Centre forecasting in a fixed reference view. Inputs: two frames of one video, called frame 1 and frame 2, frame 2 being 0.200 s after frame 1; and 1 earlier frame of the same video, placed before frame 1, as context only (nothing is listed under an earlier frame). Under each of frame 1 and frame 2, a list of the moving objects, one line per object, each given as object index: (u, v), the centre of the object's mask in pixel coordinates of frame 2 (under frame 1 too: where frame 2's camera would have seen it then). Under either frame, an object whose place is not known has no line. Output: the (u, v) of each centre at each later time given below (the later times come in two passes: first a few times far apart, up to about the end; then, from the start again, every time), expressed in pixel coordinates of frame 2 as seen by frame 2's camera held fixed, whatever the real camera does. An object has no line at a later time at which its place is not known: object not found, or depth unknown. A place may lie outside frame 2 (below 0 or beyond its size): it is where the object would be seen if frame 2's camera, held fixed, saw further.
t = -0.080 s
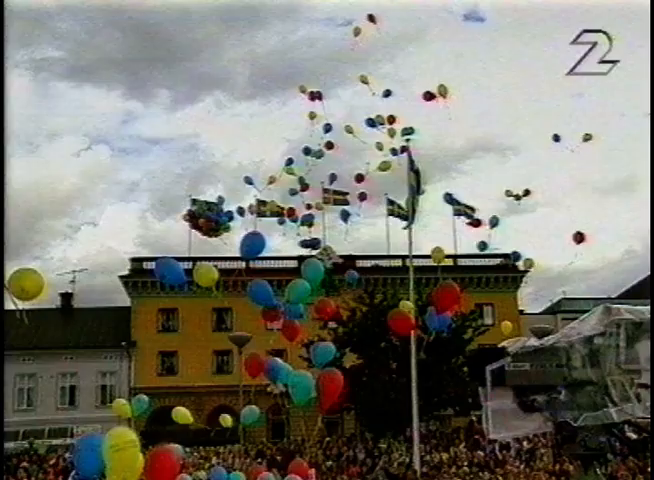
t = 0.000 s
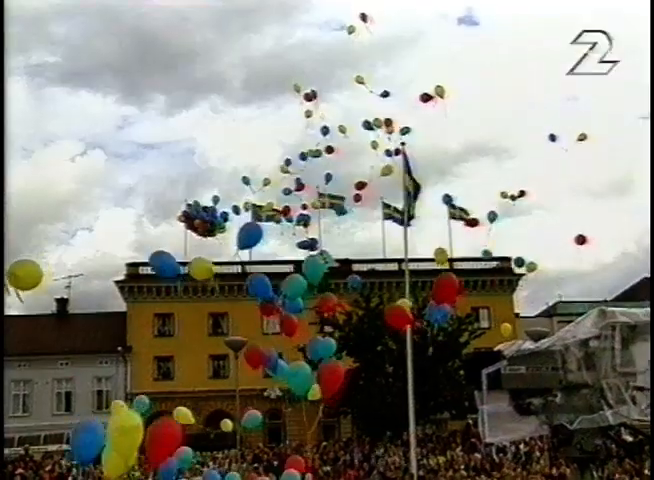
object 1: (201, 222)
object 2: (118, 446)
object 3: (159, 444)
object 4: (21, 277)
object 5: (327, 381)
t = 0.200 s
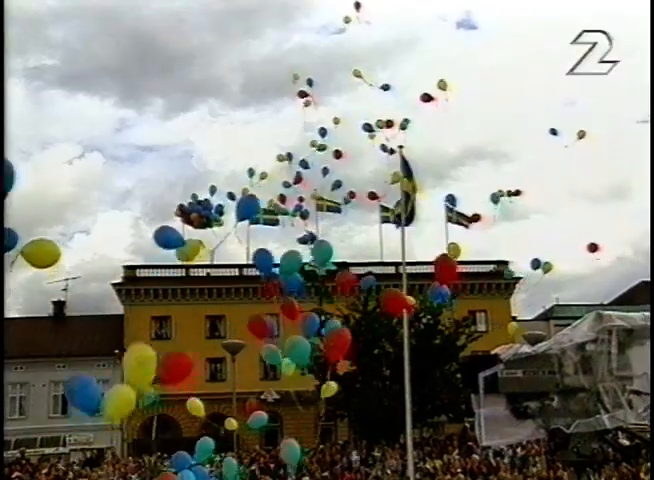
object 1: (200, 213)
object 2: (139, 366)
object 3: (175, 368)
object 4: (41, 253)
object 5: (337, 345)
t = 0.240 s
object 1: (200, 212)
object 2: (142, 352)
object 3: (176, 355)
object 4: (45, 249)
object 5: (339, 336)
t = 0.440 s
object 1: (204, 206)
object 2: (154, 284)
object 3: (190, 291)
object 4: (62, 231)
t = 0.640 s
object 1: (195, 203)
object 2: (166, 222)
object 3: (205, 247)
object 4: (80, 209)
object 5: (332, 267)
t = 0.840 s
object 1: (196, 186)
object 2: (174, 167)
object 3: (226, 226)
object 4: (98, 181)
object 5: (326, 233)
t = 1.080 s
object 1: (189, 174)
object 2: (190, 121)
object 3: (243, 204)
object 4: (124, 146)
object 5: (319, 198)
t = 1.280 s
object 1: (188, 166)
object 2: (203, 106)
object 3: (239, 188)
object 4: (131, 119)
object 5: (315, 172)
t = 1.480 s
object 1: (187, 156)
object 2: (213, 93)
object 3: (236, 169)
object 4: (130, 96)
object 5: (312, 146)
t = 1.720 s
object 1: (188, 145)
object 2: (227, 88)
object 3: (234, 145)
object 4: (128, 78)
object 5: (317, 122)
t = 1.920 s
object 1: (189, 136)
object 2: (231, 84)
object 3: (230, 121)
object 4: (132, 71)
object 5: (328, 103)
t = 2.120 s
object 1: (191, 126)
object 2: (227, 76)
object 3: (225, 102)
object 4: (151, 63)
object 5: (339, 89)
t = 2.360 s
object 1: (195, 114)
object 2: (224, 62)
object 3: (223, 92)
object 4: (172, 50)
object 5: (348, 83)
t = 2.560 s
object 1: (197, 104)
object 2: (228, 50)
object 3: (223, 84)
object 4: (181, 36)
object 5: (353, 87)
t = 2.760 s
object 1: (199, 95)
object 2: (238, 41)
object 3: (219, 71)
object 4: (185, 26)
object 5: (355, 93)
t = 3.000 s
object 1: (202, 84)
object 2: (251, 41)
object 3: (218, 55)
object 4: (200, 28)
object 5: (357, 104)
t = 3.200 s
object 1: (203, 74)
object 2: (259, 40)
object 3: (222, 43)
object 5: (364, 107)
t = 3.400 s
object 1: (204, 64)
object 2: (268, 39)
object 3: (227, 25)
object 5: (373, 109)
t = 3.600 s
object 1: (205, 55)
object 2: (285, 47)
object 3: (241, 6)
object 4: (260, 48)
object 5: (380, 110)
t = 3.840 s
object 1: (205, 43)
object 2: (302, 61)
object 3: (275, -6)
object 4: (284, 50)
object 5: (389, 111)
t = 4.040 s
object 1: (204, 32)
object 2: (307, 66)
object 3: (305, -8)
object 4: (304, 47)
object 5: (397, 112)
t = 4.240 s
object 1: (203, 23)
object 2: (315, 64)
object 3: (328, -4)
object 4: (327, 44)
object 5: (405, 113)
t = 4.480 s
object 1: (201, 10)
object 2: (332, 58)
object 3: (354, 3)
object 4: (353, 41)
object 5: (410, 114)
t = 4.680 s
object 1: (200, 0)
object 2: (355, 59)
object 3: (370, 7)
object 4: (371, 38)
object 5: (412, 117)
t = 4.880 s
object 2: (373, 56)
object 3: (383, 10)
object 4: (389, 37)
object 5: (417, 123)
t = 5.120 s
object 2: (388, 48)
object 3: (393, 10)
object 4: (410, 40)
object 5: (422, 127)
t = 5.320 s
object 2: (390, 43)
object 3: (401, 14)
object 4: (435, 49)
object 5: (427, 131)
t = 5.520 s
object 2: (395, 31)
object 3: (417, 22)
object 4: (461, 58)
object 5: (435, 135)
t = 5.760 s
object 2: (428, 10)
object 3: (434, 33)
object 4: (480, 68)
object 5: (447, 137)
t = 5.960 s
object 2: (459, 3)
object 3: (446, 41)
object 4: (489, 78)
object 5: (454, 138)
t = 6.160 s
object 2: (479, 4)
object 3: (454, 48)
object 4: (493, 90)
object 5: (462, 140)
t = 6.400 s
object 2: (489, 12)
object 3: (461, 54)
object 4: (497, 100)
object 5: (474, 146)
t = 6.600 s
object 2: (489, 22)
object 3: (465, 59)
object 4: (502, 106)
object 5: (481, 149)
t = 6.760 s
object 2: (490, 29)
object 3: (468, 61)
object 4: (509, 108)
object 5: (487, 151)
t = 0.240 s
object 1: (200, 212)
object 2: (142, 352)
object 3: (176, 355)
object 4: (45, 249)
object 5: (339, 336)
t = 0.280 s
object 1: (200, 210)
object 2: (145, 338)
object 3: (179, 340)
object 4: (49, 246)
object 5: (340, 328)
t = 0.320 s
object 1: (201, 209)
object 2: (147, 324)
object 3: (181, 327)
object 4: (53, 242)
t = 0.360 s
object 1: (202, 207)
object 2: (149, 309)
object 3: (184, 313)
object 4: (56, 239)
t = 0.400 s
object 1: (204, 206)
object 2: (152, 296)
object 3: (187, 300)
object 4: (59, 235)
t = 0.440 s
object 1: (204, 206)
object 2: (154, 284)
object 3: (190, 291)
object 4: (62, 231)
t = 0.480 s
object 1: (204, 207)
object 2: (157, 271)
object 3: (192, 281)
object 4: (66, 227)
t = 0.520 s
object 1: (201, 207)
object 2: (159, 258)
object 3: (195, 270)
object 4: (69, 223)
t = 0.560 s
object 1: (198, 207)
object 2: (162, 246)
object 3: (198, 262)
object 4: (72, 218)
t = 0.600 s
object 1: (196, 205)
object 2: (164, 234)
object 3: (202, 253)
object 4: (76, 214)
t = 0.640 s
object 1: (195, 203)
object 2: (166, 222)
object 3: (205, 247)
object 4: (80, 209)
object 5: (332, 267)
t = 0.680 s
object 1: (195, 193)
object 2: (167, 210)
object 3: (209, 242)
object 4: (84, 203)
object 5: (332, 263)
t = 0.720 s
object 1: (197, 190)
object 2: (169, 201)
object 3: (214, 237)
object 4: (88, 198)
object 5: (330, 253)
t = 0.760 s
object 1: (199, 189)
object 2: (170, 188)
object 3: (218, 234)
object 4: (91, 193)
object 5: (328, 247)
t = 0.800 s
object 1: (198, 187)
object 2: (172, 178)
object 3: (222, 230)
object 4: (95, 187)
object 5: (328, 239)
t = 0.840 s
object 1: (196, 186)
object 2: (174, 167)
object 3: (226, 226)
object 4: (98, 181)
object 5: (326, 233)
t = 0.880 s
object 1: (193, 183)
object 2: (176, 157)
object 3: (230, 222)
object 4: (103, 175)
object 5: (325, 226)
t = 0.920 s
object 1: (192, 181)
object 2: (179, 148)
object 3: (234, 218)
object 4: (108, 169)
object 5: (324, 221)
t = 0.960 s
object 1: (192, 179)
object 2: (181, 139)
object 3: (238, 214)
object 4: (112, 163)
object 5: (323, 216)
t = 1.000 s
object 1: (191, 177)
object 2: (184, 132)
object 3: (241, 211)
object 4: (117, 157)
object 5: (321, 208)
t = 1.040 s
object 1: (190, 176)
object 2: (187, 126)
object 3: (242, 207)
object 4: (121, 151)
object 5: (320, 203)
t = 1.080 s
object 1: (189, 174)
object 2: (190, 121)
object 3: (243, 204)
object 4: (124, 146)
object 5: (319, 198)
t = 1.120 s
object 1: (189, 172)
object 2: (193, 117)
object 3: (243, 201)
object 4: (127, 139)
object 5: (318, 192)
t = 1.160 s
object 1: (189, 171)
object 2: (196, 113)
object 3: (242, 198)
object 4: (128, 134)
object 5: (317, 187)
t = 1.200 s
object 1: (188, 169)
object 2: (199, 110)
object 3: (241, 195)
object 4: (130, 129)
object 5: (317, 182)
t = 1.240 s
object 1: (188, 168)
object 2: (201, 108)
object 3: (240, 192)
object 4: (131, 124)
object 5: (317, 177)
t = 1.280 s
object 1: (188, 166)
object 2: (203, 106)
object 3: (239, 188)
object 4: (131, 119)
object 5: (315, 172)
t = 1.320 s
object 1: (188, 164)
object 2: (205, 102)
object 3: (237, 184)
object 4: (132, 114)
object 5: (313, 168)
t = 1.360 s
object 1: (188, 162)
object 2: (207, 98)
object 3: (236, 180)
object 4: (132, 109)
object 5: (312, 162)
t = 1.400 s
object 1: (187, 160)
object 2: (209, 96)
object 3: (236, 177)
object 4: (132, 105)
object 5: (311, 156)
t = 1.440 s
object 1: (187, 158)
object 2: (211, 94)
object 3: (236, 173)
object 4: (132, 101)
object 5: (311, 152)
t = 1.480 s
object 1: (187, 156)
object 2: (213, 93)
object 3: (236, 169)
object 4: (130, 96)
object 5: (312, 146)
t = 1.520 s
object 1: (187, 155)
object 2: (216, 91)
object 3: (234, 164)
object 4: (130, 92)
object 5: (312, 142)
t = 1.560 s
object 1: (187, 153)
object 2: (218, 90)
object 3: (234, 161)
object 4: (130, 89)
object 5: (312, 138)
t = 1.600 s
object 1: (187, 151)
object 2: (221, 89)
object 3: (235, 157)
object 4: (130, 85)
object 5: (312, 134)
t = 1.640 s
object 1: (187, 149)
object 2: (223, 88)
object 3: (234, 153)
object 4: (129, 82)
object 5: (314, 129)
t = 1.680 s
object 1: (187, 148)
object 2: (226, 88)
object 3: (234, 149)
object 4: (129, 81)
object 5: (315, 125)
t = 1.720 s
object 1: (188, 145)
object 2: (227, 88)
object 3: (234, 145)
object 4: (128, 78)
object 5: (317, 122)
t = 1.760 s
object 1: (188, 144)
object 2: (229, 88)
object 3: (232, 140)
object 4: (127, 76)
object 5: (320, 118)
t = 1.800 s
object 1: (188, 142)
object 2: (230, 87)
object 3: (232, 135)
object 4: (128, 75)
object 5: (321, 114)
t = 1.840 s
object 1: (188, 140)
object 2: (231, 86)
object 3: (231, 131)
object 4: (129, 73)
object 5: (324, 110)
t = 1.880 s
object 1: (189, 138)
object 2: (231, 85)
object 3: (230, 126)
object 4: (131, 71)
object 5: (326, 107)
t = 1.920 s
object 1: (189, 136)
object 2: (231, 84)
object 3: (230, 121)
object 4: (132, 71)
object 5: (328, 103)
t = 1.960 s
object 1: (190, 133)
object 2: (231, 83)
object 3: (228, 117)
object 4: (135, 69)
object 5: (331, 100)
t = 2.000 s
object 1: (190, 131)
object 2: (231, 81)
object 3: (228, 112)
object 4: (140, 67)
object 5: (333, 97)
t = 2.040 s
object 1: (190, 130)
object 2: (229, 80)
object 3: (227, 108)
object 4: (143, 66)
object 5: (335, 95)
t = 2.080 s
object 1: (190, 128)
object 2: (228, 78)
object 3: (225, 105)
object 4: (147, 65)
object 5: (337, 92)
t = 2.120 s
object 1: (191, 126)
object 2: (227, 76)
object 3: (225, 102)
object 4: (151, 63)
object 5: (339, 89)
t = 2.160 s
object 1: (191, 124)
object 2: (226, 74)
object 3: (224, 99)
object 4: (154, 61)
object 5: (340, 87)
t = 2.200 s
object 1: (192, 121)
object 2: (225, 72)
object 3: (223, 97)
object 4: (158, 60)
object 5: (342, 86)
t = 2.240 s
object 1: (193, 120)
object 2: (224, 70)
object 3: (223, 95)
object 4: (162, 57)
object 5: (343, 84)
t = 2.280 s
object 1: (193, 118)
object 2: (223, 68)
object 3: (223, 94)
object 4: (166, 55)
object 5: (345, 83)
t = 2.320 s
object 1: (194, 116)
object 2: (223, 65)
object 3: (223, 93)
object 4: (169, 53)
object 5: (346, 83)
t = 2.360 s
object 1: (195, 114)
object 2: (224, 62)
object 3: (223, 92)
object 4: (172, 50)
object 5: (348, 83)
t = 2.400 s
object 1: (195, 112)
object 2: (224, 60)
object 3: (223, 90)
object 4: (174, 47)
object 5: (349, 83)
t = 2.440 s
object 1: (196, 110)
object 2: (225, 58)
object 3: (223, 89)
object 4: (176, 44)
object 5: (350, 84)
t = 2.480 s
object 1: (196, 108)
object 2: (226, 55)
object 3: (223, 88)
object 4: (178, 41)
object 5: (351, 85)
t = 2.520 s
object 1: (197, 106)
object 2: (227, 53)
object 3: (223, 86)
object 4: (179, 38)
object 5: (352, 86)
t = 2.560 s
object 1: (197, 104)
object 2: (228, 50)
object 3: (223, 84)
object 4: (181, 36)
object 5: (353, 87)
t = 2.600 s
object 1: (197, 103)
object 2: (230, 48)
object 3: (223, 82)
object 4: (182, 34)
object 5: (353, 87)
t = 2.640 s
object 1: (198, 101)
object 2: (232, 46)
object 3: (222, 80)
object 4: (182, 31)
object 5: (354, 89)
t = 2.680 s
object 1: (198, 99)
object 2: (234, 44)
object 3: (221, 78)
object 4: (184, 29)
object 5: (355, 90)
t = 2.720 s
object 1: (198, 97)
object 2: (236, 42)
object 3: (220, 75)
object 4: (185, 27)
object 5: (355, 92)
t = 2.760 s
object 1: (199, 95)
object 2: (238, 41)
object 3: (219, 71)
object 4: (185, 26)
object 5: (355, 93)
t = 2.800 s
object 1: (199, 93)
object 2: (241, 40)
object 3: (218, 68)
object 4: (186, 25)
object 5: (355, 95)
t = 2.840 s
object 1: (200, 91)
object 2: (243, 40)
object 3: (217, 65)
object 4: (190, 25)
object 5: (356, 97)
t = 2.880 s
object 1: (200, 89)
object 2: (245, 40)
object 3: (217, 62)
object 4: (193, 24)
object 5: (356, 98)
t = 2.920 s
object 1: (200, 87)
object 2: (247, 40)
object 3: (217, 60)
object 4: (196, 23)
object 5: (356, 100)
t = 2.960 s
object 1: (201, 85)
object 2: (250, 41)
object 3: (218, 57)
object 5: (357, 102)
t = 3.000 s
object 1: (202, 84)
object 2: (251, 41)
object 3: (218, 55)
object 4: (200, 28)
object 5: (357, 104)
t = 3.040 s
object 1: (202, 81)
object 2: (253, 41)
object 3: (219, 52)
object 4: (204, 27)
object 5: (357, 106)
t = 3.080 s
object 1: (202, 80)
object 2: (255, 42)
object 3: (219, 50)
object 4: (209, 26)
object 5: (359, 107)
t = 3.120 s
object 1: (202, 78)
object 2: (256, 41)
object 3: (219, 47)
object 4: (213, 26)
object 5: (361, 108)
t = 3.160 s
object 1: (202, 76)
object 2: (258, 40)
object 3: (221, 45)
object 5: (363, 107)
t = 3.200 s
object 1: (203, 74)
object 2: (259, 40)
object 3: (222, 43)
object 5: (364, 107)
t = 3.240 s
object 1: (203, 72)
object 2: (261, 39)
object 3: (223, 40)
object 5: (366, 107)
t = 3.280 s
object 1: (203, 70)
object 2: (262, 39)
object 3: (224, 37)
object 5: (368, 107)
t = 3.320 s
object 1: (204, 68)
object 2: (264, 39)
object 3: (225, 33)
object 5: (370, 108)
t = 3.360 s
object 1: (204, 66)
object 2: (265, 39)
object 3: (226, 30)
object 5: (372, 109)
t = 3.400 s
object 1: (204, 64)
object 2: (268, 39)
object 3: (227, 25)
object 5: (373, 109)
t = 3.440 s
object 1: (204, 62)
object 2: (271, 40)
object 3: (229, 21)
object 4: (242, 39)
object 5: (374, 109)
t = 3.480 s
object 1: (204, 61)
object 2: (274, 41)
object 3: (231, 17)
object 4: (247, 42)
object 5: (376, 110)
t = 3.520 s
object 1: (205, 59)
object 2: (277, 42)
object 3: (234, 13)
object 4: (251, 44)
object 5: (378, 110)
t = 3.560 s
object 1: (205, 56)
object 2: (282, 44)
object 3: (239, 10)
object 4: (256, 46)
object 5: (379, 110)
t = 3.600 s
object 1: (205, 55)
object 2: (285, 47)
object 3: (241, 6)
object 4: (260, 48)
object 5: (380, 110)
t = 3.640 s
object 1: (205, 53)
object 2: (288, 49)
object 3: (246, 4)
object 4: (264, 49)
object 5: (382, 110)
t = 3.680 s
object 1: (205, 51)
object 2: (291, 53)
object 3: (250, 1)
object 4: (269, 50)
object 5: (383, 110)
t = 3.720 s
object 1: (205, 49)
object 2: (294, 55)
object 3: (256, -1)
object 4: (272, 50)
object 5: (385, 110)
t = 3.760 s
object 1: (205, 47)
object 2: (297, 58)
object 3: (262, -3)
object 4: (277, 50)
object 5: (386, 110)
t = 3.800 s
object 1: (205, 44)
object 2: (299, 60)
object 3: (268, -4)
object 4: (280, 50)
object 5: (387, 111)
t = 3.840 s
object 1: (205, 43)
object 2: (302, 61)
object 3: (275, -6)
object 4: (284, 50)
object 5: (389, 111)
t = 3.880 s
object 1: (205, 41)
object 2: (304, 63)
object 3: (281, -7)
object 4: (288, 50)
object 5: (391, 111)
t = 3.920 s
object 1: (205, 39)
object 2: (306, 64)
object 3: (287, -8)
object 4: (292, 49)
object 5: (392, 112)
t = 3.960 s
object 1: (205, 36)
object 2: (307, 65)
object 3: (293, -8)
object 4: (296, 48)
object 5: (394, 112)
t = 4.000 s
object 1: (204, 35)
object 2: (307, 66)
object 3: (299, -8)
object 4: (300, 48)
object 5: (395, 112)
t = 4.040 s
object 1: (204, 32)
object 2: (307, 66)
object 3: (305, -8)
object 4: (304, 47)
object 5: (397, 112)
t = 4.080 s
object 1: (203, 30)
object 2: (309, 65)
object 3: (309, -7)
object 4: (309, 46)
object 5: (399, 113)
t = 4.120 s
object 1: (204, 28)
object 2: (310, 65)
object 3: (315, -7)
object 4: (313, 45)
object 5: (401, 113)
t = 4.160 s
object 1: (203, 26)
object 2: (313, 64)
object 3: (318, -6)
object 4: (318, 45)
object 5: (402, 113)
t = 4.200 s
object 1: (203, 24)
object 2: (314, 64)
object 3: (323, -5)
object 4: (323, 44)
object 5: (403, 113)
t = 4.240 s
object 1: (203, 23)
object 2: (315, 64)
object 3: (328, -4)
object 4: (327, 44)
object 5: (405, 113)
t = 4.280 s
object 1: (203, 20)
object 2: (317, 63)
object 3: (333, -3)
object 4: (332, 43)
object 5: (407, 113)
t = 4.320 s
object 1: (202, 18)
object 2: (319, 63)
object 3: (337, -2)
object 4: (337, 43)
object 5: (407, 113)
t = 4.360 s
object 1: (202, 16)
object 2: (321, 61)
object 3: (342, -1)
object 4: (341, 42)
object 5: (408, 113)
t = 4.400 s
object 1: (202, 14)
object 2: (324, 60)
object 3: (346, 0)
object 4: (345, 42)
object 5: (409, 113)
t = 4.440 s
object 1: (202, 12)
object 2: (328, 59)
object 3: (350, 2)
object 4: (349, 42)
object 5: (409, 113)
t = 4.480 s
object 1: (201, 10)
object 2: (332, 58)
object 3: (354, 3)
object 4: (353, 41)
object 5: (410, 114)
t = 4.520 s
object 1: (201, 8)
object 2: (336, 58)
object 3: (357, 4)
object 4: (357, 41)
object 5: (411, 114)
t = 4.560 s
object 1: (201, 6)
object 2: (340, 58)
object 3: (360, 5)
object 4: (360, 40)
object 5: (411, 115)
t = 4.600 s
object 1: (200, 5)
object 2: (345, 59)
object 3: (364, 6)
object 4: (364, 40)
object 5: (412, 115)
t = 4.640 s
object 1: (200, 3)
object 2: (350, 59)
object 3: (367, 7)
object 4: (367, 41)
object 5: (412, 116)
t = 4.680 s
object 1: (200, 0)
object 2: (355, 59)
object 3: (370, 7)
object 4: (371, 38)
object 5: (412, 117)
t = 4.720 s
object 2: (359, 59)
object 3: (373, 8)
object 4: (375, 38)
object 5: (412, 118)
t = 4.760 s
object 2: (363, 59)
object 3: (376, 8)
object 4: (379, 38)
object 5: (413, 119)
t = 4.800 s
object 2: (367, 59)
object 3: (379, 9)
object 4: (383, 37)
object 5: (413, 120)
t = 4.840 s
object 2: (370, 58)
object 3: (381, 10)
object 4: (386, 37)
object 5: (415, 121)
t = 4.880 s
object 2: (373, 56)
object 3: (383, 10)
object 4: (389, 37)
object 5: (417, 123)
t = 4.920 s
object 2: (376, 55)
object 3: (385, 9)
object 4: (392, 37)
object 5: (417, 123)
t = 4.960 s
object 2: (379, 54)
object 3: (387, 10)
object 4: (395, 37)
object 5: (418, 123)
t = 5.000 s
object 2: (382, 52)
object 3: (389, 10)
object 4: (399, 38)
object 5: (419, 124)
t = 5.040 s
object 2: (384, 51)
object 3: (390, 10)
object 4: (402, 38)
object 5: (420, 125)
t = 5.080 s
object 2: (386, 50)
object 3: (392, 10)
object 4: (406, 39)
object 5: (421, 124)
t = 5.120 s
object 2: (388, 48)
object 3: (393, 10)
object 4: (410, 40)
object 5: (422, 127)
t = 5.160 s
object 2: (389, 47)
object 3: (394, 11)
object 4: (415, 42)
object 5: (423, 128)
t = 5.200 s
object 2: (390, 46)
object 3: (395, 12)
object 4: (420, 43)
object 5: (424, 129)
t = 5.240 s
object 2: (391, 45)
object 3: (397, 12)
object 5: (425, 130)
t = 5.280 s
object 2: (391, 44)
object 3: (398, 13)
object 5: (426, 131)
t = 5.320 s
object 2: (390, 43)
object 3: (401, 14)
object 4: (435, 49)
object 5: (427, 131)
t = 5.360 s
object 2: (390, 42)
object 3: (404, 15)
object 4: (440, 51)
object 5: (428, 132)
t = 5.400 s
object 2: (390, 40)
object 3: (407, 17)
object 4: (446, 53)
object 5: (430, 132)
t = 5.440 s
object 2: (391, 38)
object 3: (410, 19)
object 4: (451, 55)
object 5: (431, 133)
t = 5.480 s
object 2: (392, 35)
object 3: (413, 20)
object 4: (456, 56)
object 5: (433, 134)
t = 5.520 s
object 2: (395, 31)
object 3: (417, 22)
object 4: (461, 58)
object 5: (435, 135)
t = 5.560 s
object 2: (398, 27)
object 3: (420, 24)
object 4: (466, 60)
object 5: (437, 135)
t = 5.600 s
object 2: (403, 23)
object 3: (422, 27)
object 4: (469, 61)
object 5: (439, 136)
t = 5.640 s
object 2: (409, 19)
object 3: (425, 28)
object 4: (472, 62)
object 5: (441, 136)
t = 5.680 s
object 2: (415, 16)
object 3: (428, 30)
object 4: (475, 64)
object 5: (443, 136)
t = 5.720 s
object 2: (422, 12)
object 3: (431, 32)
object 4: (478, 66)
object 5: (445, 136)
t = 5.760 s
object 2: (428, 10)
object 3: (434, 33)
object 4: (480, 68)
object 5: (447, 137)
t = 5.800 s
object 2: (435, 9)
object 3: (437, 35)
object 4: (483, 70)
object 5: (448, 137)
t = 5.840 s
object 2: (441, 7)
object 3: (439, 36)
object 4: (485, 72)
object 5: (450, 137)
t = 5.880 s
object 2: (448, 5)
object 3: (442, 38)
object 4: (487, 73)
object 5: (451, 137)
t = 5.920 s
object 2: (454, 4)
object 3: (444, 39)
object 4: (488, 76)
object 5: (453, 137)
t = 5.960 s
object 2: (459, 3)
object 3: (446, 41)
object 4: (489, 78)
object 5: (454, 138)
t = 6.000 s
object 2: (465, 2)
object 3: (447, 42)
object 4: (491, 80)
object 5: (455, 138)
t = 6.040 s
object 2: (469, 1)
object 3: (449, 44)
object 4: (491, 83)
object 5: (457, 138)
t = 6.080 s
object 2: (473, 2)
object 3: (451, 45)
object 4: (492, 85)
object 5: (459, 139)
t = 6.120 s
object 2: (476, 3)
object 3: (452, 47)
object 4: (493, 88)
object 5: (461, 140)
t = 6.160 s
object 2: (479, 4)
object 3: (454, 48)
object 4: (493, 90)
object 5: (462, 140)
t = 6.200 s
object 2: (482, 5)
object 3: (455, 49)
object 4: (494, 91)
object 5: (464, 141)
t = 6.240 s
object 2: (485, 6)
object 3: (456, 51)
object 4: (495, 93)
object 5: (466, 142)
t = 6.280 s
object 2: (486, 7)
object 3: (458, 52)
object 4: (496, 95)
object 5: (468, 143)
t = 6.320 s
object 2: (488, 9)
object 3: (459, 53)
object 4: (496, 97)
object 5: (470, 145)
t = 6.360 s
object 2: (488, 10)
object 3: (460, 54)
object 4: (497, 98)
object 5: (472, 145)
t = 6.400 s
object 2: (489, 12)
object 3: (461, 54)
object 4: (497, 100)
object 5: (474, 146)
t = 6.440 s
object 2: (489, 14)
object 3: (462, 55)
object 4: (497, 102)
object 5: (476, 147)
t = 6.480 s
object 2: (489, 16)
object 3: (463, 56)
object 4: (498, 102)
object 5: (477, 148)
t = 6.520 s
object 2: (489, 18)
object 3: (464, 57)
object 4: (499, 103)
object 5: (479, 148)
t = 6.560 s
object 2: (489, 20)
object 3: (465, 58)
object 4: (501, 105)
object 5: (480, 149)
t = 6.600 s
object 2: (489, 22)
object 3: (465, 59)
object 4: (502, 106)
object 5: (481, 149)
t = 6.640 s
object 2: (489, 25)
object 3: (466, 60)
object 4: (503, 106)
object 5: (483, 150)
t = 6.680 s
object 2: (489, 26)
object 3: (467, 60)
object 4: (505, 107)
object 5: (484, 150)
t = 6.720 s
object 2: (489, 28)
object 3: (467, 60)
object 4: (505, 109)
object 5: (486, 151)
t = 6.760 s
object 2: (490, 29)
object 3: (468, 61)
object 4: (509, 108)
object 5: (487, 151)
